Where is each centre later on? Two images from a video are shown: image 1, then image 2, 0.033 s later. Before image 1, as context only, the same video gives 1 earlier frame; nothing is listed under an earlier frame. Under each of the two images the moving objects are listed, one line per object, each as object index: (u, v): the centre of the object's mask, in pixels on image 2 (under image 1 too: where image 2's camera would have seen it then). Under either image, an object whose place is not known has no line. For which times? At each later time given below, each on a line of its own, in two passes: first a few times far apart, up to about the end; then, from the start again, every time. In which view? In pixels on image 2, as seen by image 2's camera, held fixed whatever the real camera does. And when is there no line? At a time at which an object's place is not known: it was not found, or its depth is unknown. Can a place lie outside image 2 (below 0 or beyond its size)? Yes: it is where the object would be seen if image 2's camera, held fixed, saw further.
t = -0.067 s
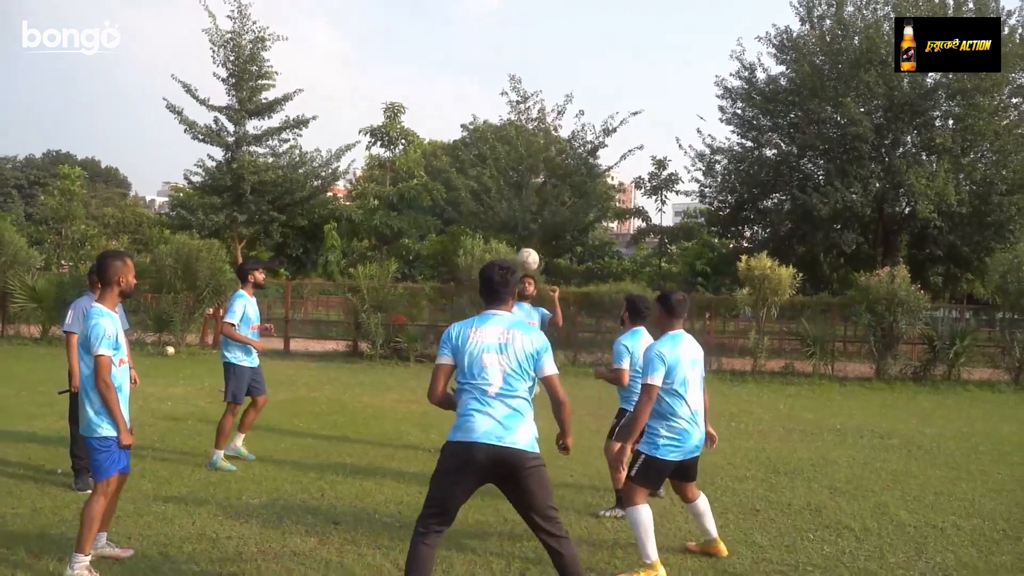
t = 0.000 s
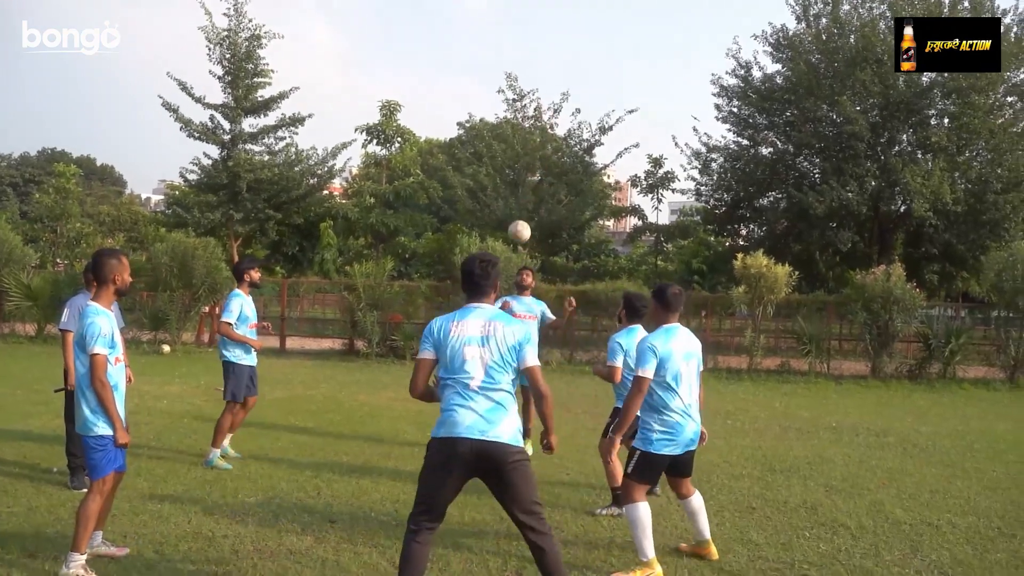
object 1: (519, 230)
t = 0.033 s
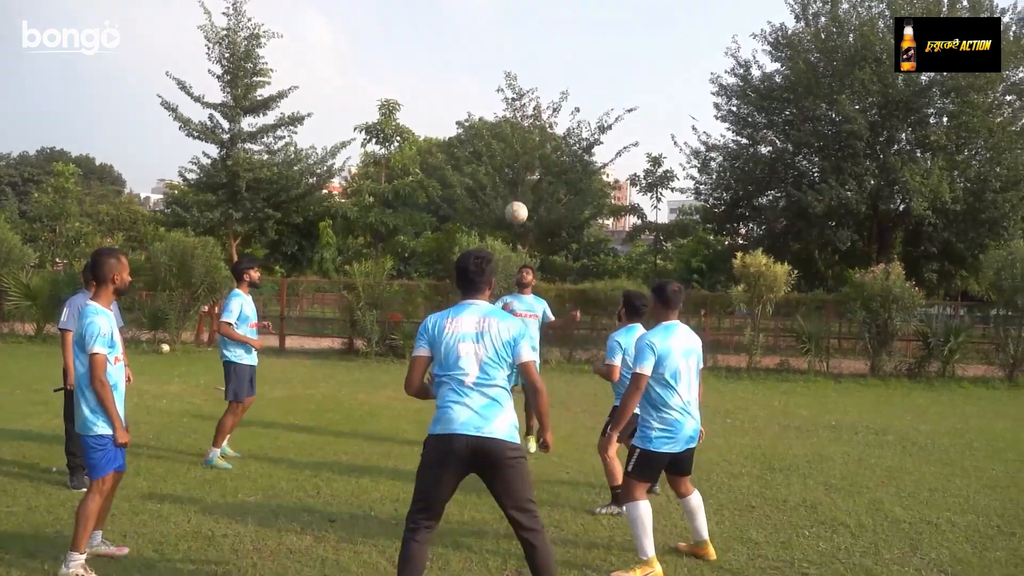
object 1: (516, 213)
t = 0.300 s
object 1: (494, 94)
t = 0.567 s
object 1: (470, 52)
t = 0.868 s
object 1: (441, 88)
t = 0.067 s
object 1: (514, 195)
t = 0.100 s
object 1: (511, 174)
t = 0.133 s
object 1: (509, 159)
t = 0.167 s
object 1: (506, 146)
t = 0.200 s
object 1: (504, 128)
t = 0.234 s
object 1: (500, 118)
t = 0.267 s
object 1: (498, 107)
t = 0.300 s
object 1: (494, 94)
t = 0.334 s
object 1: (491, 86)
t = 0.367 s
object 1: (488, 79)
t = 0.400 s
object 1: (485, 70)
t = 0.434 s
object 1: (482, 65)
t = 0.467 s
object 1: (479, 60)
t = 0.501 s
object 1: (476, 55)
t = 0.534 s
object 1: (473, 53)
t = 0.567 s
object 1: (470, 52)
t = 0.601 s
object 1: (467, 51)
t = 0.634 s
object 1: (465, 52)
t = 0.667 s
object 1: (461, 53)
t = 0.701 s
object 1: (457, 57)
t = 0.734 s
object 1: (454, 61)
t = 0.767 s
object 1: (451, 65)
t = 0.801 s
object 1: (447, 73)
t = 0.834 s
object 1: (444, 80)
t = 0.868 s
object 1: (441, 88)
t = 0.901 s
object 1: (437, 99)
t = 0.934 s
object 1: (433, 109)
